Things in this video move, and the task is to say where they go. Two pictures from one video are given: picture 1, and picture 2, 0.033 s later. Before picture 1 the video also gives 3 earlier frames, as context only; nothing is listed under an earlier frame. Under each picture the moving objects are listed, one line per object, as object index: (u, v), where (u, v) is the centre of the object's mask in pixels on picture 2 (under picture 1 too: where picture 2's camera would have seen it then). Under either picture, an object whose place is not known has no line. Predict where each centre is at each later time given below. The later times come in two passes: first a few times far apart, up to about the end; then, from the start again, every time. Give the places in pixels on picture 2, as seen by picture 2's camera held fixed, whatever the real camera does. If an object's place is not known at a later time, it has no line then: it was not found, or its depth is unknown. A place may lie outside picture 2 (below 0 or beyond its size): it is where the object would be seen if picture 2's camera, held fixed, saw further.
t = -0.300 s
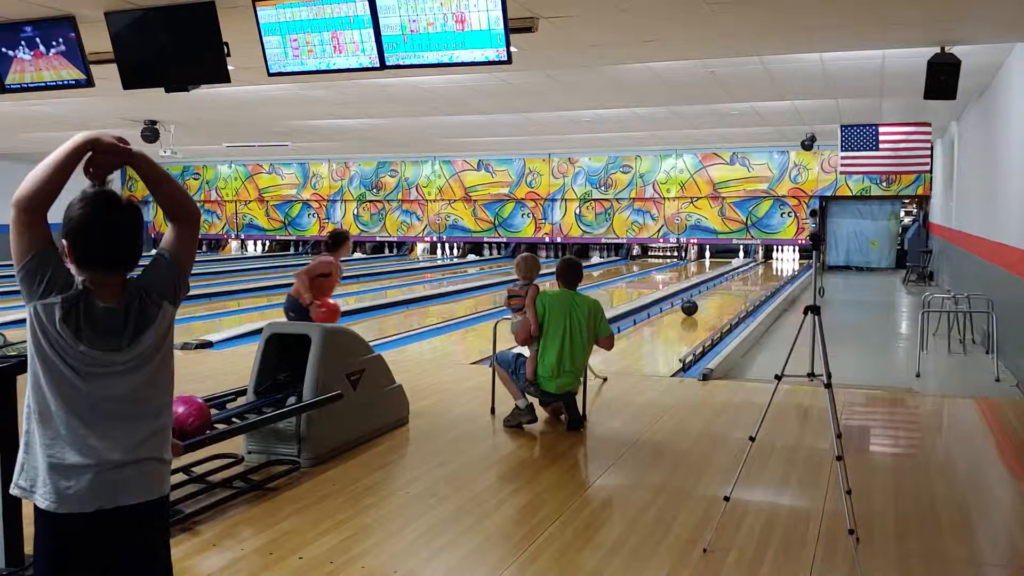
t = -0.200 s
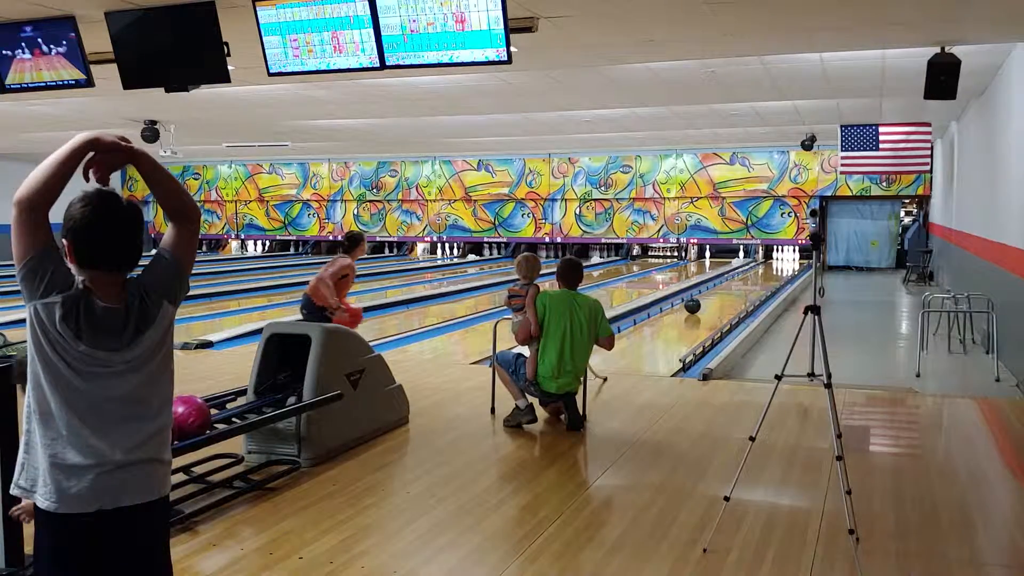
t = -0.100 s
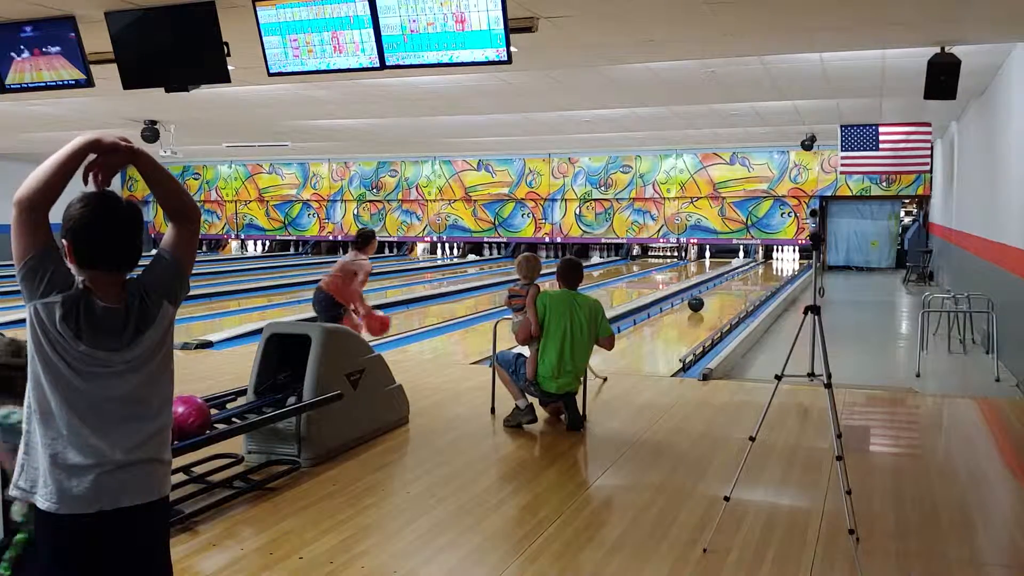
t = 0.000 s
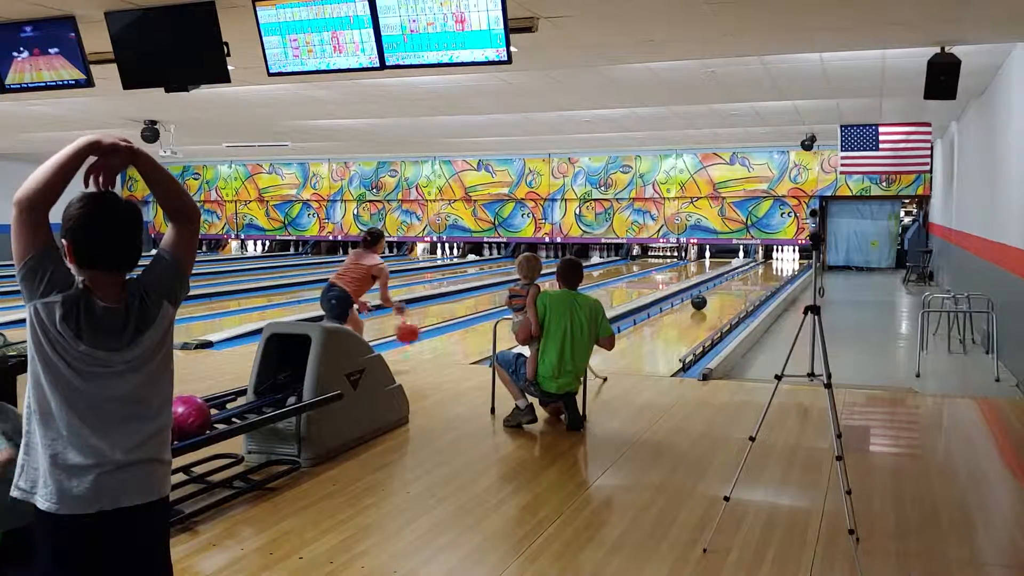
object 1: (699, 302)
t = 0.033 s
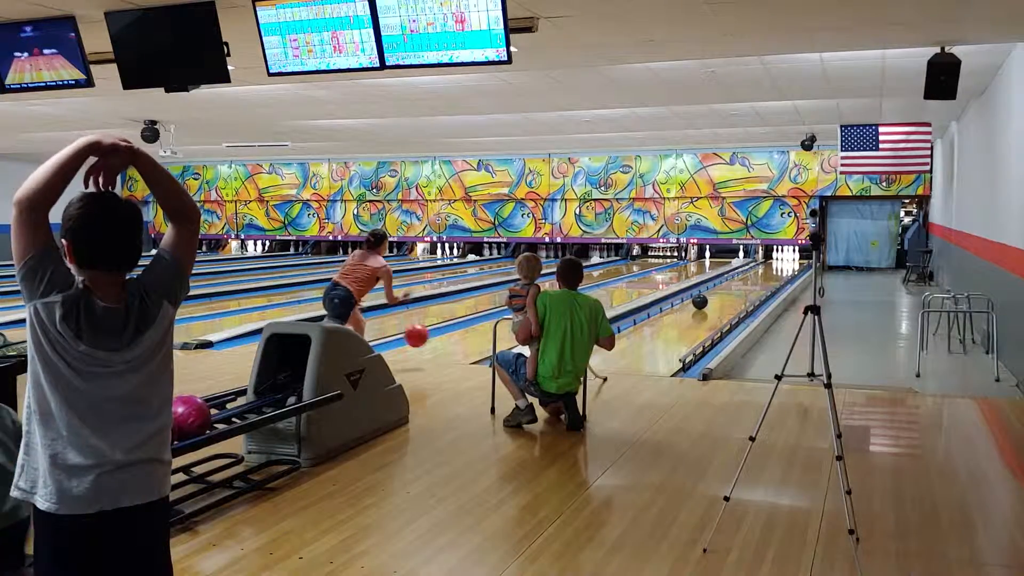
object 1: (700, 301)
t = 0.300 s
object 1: (707, 297)
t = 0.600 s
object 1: (715, 293)
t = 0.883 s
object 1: (722, 289)
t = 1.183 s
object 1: (729, 285)
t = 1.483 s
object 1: (735, 282)
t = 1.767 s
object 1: (741, 279)
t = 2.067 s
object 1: (747, 276)
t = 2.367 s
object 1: (751, 274)
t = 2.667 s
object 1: (756, 271)
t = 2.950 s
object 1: (761, 270)
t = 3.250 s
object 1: (765, 267)
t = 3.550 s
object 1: (769, 266)
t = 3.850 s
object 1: (773, 264)
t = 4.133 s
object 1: (777, 262)
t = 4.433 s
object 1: (781, 260)
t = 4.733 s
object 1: (784, 259)
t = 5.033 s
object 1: (787, 258)
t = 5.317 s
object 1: (789, 257)
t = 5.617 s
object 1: (791, 256)
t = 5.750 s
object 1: (792, 256)
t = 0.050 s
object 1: (700, 301)
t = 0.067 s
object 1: (701, 301)
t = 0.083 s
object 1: (701, 300)
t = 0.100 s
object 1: (701, 300)
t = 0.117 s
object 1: (702, 300)
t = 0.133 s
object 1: (703, 300)
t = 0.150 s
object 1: (703, 299)
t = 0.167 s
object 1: (704, 299)
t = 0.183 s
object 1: (704, 299)
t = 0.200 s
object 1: (704, 299)
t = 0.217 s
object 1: (705, 298)
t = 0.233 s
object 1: (705, 298)
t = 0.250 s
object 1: (706, 298)
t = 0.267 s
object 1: (706, 298)
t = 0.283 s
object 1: (707, 297)
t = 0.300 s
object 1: (707, 297)
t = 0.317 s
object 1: (708, 297)
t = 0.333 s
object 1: (708, 297)
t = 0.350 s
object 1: (709, 296)
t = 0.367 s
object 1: (709, 296)
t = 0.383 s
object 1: (709, 296)
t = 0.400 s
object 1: (710, 296)
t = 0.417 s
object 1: (710, 296)
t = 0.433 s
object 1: (711, 295)
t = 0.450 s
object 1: (711, 295)
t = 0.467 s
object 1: (712, 294)
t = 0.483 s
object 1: (712, 294)
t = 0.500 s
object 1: (713, 294)
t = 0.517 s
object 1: (713, 294)
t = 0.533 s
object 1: (713, 293)
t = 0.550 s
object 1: (714, 293)
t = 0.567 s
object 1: (714, 293)
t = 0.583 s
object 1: (715, 293)
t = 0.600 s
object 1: (715, 293)
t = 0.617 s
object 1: (716, 292)
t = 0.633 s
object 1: (716, 292)
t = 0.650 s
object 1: (716, 292)
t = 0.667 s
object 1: (716, 292)
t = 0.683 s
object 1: (717, 292)
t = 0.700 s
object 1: (718, 291)
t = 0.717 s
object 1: (718, 291)
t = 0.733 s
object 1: (719, 291)
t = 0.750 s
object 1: (719, 290)
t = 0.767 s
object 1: (719, 290)
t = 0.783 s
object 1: (720, 290)
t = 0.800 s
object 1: (720, 290)
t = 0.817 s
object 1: (720, 290)
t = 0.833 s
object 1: (721, 289)
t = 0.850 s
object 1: (721, 289)
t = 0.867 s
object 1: (721, 289)
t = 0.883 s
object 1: (722, 289)
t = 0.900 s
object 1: (722, 289)
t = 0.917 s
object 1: (723, 289)
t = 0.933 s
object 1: (723, 288)
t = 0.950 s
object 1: (724, 288)
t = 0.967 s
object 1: (724, 288)
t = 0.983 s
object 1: (724, 288)
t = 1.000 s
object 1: (725, 287)
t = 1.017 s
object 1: (725, 287)
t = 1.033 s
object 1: (725, 287)
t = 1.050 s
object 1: (726, 287)
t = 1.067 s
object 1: (726, 287)
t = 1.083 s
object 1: (727, 287)
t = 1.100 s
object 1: (727, 286)
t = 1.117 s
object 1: (727, 286)
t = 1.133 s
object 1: (728, 286)
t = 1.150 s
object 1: (728, 286)
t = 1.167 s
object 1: (728, 285)
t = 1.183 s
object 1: (729, 285)
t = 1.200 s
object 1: (729, 285)
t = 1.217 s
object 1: (730, 285)
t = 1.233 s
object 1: (730, 285)
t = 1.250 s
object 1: (731, 284)
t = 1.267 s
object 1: (731, 284)
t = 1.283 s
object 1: (731, 284)
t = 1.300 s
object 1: (732, 284)
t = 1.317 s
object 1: (732, 283)
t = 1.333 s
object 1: (732, 284)
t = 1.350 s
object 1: (733, 283)
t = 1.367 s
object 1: (733, 283)
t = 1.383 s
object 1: (733, 283)
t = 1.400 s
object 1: (733, 283)
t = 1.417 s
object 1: (734, 283)
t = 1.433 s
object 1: (734, 283)
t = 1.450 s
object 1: (735, 282)
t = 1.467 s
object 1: (735, 282)
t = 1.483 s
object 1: (735, 282)
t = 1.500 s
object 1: (735, 282)
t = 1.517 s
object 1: (736, 282)
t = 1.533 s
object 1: (736, 281)
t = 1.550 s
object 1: (737, 281)
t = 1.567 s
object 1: (737, 281)
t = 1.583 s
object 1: (737, 281)
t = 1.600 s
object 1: (737, 280)
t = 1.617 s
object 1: (738, 280)
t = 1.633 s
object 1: (738, 280)
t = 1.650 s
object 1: (739, 280)
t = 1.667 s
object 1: (739, 280)
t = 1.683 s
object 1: (739, 280)
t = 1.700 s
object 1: (740, 280)
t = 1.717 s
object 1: (740, 279)
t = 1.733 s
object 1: (740, 279)
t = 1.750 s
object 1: (740, 279)
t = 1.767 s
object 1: (741, 279)
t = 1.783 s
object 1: (741, 279)
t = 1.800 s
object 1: (742, 278)
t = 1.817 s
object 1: (742, 278)
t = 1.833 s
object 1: (742, 278)
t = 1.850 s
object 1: (743, 278)
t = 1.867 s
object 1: (743, 278)
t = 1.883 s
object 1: (743, 278)
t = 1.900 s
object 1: (743, 277)
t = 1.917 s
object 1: (744, 278)
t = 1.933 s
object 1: (744, 278)
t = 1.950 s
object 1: (744, 277)
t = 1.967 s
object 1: (744, 277)
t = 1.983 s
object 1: (745, 277)
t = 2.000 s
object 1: (745, 277)
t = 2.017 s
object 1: (745, 277)
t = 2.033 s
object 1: (746, 277)
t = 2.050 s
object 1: (746, 276)
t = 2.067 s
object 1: (747, 276)
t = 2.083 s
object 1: (747, 276)
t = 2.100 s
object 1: (747, 276)
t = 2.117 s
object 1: (747, 276)
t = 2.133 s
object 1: (748, 276)
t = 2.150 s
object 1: (748, 275)
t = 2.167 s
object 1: (748, 275)
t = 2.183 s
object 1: (749, 275)
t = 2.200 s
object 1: (749, 275)
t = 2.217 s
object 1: (748, 275)
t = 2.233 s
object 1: (748, 275)
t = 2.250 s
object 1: (749, 275)
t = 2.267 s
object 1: (749, 275)
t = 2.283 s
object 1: (749, 275)
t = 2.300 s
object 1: (750, 275)
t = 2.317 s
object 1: (751, 274)
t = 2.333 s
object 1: (751, 274)
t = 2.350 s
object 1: (751, 274)
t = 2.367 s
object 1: (751, 274)
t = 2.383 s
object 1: (752, 274)
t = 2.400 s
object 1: (753, 274)
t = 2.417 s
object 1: (753, 273)
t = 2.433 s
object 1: (753, 273)
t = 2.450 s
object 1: (753, 273)
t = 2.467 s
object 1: (753, 273)
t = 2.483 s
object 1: (753, 273)
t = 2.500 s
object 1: (753, 273)
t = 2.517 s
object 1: (754, 272)
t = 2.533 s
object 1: (754, 272)
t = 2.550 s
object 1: (754, 273)
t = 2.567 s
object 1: (755, 272)
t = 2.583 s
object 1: (755, 272)
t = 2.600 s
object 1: (756, 272)
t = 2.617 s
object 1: (756, 272)
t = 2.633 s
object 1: (756, 272)
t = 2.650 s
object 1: (756, 272)
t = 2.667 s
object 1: (756, 271)
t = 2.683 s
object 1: (757, 271)
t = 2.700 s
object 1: (757, 271)
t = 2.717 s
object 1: (757, 271)
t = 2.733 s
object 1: (757, 271)
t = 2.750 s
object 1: (758, 271)
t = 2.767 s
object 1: (758, 271)
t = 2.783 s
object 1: (758, 270)
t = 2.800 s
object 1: (758, 270)
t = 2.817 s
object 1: (759, 270)
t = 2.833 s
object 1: (759, 270)
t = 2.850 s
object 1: (760, 270)
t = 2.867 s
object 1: (760, 270)
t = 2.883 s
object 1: (760, 270)
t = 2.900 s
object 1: (760, 270)
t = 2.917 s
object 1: (760, 270)
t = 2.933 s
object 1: (761, 270)
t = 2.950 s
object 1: (761, 270)
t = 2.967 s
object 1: (761, 269)
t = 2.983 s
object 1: (761, 269)
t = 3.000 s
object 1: (761, 269)
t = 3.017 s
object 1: (761, 269)
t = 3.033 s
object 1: (762, 269)
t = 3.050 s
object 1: (762, 269)
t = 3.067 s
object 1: (762, 269)
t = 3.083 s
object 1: (762, 269)
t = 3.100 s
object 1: (763, 269)
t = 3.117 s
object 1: (763, 268)
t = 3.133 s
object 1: (764, 268)
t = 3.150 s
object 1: (764, 268)
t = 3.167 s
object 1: (764, 268)
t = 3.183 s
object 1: (764, 268)
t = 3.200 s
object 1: (765, 267)
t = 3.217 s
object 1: (765, 267)
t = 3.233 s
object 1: (765, 267)
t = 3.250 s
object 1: (765, 267)
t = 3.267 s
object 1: (765, 267)
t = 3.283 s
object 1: (765, 267)
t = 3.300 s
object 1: (766, 267)
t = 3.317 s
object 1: (766, 267)
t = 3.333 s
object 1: (766, 267)
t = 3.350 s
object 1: (766, 267)
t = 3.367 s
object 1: (766, 267)
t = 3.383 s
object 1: (767, 266)
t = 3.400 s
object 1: (767, 266)
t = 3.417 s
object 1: (767, 266)
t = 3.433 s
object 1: (767, 266)
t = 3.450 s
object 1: (768, 266)
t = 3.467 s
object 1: (768, 266)
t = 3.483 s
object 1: (768, 266)
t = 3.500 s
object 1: (768, 266)
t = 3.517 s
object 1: (769, 266)
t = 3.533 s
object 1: (769, 266)
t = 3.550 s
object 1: (769, 266)
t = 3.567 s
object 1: (769, 265)
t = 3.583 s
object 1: (769, 266)
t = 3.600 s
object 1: (769, 265)
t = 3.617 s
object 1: (769, 265)
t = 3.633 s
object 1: (770, 265)
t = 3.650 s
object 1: (770, 265)
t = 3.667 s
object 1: (770, 264)
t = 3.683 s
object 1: (770, 264)
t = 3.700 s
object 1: (770, 264)
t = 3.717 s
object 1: (770, 264)
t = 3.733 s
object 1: (770, 264)
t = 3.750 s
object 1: (770, 264)
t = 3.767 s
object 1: (771, 264)
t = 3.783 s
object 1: (772, 264)
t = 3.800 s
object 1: (772, 264)
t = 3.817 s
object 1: (772, 264)
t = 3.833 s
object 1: (772, 264)
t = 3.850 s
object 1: (773, 264)
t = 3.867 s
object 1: (773, 264)
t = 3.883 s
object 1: (772, 263)
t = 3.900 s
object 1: (773, 263)
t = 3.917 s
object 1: (773, 263)
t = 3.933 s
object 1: (774, 263)
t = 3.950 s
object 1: (774, 263)
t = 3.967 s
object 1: (774, 263)
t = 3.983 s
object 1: (774, 263)
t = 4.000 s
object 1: (775, 263)
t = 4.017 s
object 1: (775, 263)
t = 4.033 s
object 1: (775, 262)
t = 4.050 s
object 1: (776, 262)
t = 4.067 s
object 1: (776, 262)
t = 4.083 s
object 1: (776, 262)
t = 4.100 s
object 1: (775, 262)
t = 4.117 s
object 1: (777, 262)
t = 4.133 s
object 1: (777, 262)
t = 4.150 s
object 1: (777, 262)
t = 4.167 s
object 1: (777, 262)
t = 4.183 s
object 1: (777, 262)
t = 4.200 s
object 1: (778, 262)
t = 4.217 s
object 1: (778, 262)
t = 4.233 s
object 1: (778, 262)
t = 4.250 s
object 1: (779, 261)
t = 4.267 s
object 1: (779, 261)
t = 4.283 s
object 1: (779, 261)
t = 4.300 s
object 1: (779, 261)
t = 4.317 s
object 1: (779, 261)
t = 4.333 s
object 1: (779, 261)
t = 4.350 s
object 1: (779, 261)
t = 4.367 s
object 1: (779, 261)
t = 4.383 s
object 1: (780, 261)
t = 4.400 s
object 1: (780, 261)
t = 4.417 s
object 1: (780, 261)
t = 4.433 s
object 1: (781, 260)
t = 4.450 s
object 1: (781, 260)
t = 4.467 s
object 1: (781, 260)
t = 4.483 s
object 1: (781, 260)
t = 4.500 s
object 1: (781, 260)
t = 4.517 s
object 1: (782, 260)
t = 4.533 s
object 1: (782, 260)
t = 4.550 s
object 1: (782, 260)
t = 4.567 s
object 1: (782, 260)
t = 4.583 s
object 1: (782, 260)
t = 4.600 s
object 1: (782, 260)
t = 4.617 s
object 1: (782, 260)
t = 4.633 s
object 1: (783, 259)
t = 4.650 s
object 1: (783, 259)
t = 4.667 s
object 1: (783, 259)
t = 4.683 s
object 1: (784, 259)
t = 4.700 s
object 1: (784, 259)
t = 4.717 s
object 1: (784, 259)
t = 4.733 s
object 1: (784, 259)
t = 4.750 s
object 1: (784, 259)
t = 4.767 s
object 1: (784, 259)
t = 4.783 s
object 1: (785, 259)
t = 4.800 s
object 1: (785, 259)
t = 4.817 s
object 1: (785, 259)
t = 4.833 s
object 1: (785, 259)
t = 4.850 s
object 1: (785, 259)
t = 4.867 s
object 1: (785, 259)
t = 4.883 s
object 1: (785, 259)
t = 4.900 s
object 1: (785, 259)
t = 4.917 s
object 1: (786, 258)
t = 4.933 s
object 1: (786, 258)
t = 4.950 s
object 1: (786, 258)
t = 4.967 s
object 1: (786, 258)
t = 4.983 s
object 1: (786, 258)
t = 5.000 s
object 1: (786, 258)
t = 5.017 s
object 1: (787, 258)
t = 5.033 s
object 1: (787, 258)
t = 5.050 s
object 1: (787, 258)
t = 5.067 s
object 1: (787, 258)
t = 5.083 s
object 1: (787, 258)
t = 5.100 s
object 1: (787, 258)
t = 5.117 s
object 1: (787, 258)
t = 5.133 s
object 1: (787, 258)
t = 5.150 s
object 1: (787, 258)
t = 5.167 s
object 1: (787, 257)
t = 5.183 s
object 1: (787, 257)
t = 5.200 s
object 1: (787, 257)
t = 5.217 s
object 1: (788, 257)
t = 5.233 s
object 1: (788, 258)
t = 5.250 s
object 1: (788, 257)
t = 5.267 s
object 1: (789, 257)
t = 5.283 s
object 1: (789, 257)
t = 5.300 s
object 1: (789, 257)
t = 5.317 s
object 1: (789, 257)
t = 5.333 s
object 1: (789, 257)
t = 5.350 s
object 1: (789, 257)
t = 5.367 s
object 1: (790, 257)
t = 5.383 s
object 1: (790, 257)
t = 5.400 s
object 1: (790, 257)
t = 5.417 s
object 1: (790, 257)
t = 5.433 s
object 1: (790, 257)
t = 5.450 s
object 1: (790, 257)
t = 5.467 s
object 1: (791, 257)
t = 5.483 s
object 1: (791, 257)
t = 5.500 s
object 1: (791, 257)
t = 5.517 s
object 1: (791, 257)
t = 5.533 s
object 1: (791, 257)
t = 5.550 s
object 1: (791, 256)
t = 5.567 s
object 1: (791, 256)
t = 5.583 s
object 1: (791, 256)
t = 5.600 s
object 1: (791, 256)
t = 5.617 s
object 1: (791, 256)
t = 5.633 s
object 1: (791, 256)
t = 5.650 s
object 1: (792, 256)
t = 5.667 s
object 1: (792, 256)
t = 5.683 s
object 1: (792, 256)
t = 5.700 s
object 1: (792, 256)
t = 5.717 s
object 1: (792, 256)
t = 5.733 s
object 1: (792, 256)
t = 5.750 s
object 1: (792, 256)
